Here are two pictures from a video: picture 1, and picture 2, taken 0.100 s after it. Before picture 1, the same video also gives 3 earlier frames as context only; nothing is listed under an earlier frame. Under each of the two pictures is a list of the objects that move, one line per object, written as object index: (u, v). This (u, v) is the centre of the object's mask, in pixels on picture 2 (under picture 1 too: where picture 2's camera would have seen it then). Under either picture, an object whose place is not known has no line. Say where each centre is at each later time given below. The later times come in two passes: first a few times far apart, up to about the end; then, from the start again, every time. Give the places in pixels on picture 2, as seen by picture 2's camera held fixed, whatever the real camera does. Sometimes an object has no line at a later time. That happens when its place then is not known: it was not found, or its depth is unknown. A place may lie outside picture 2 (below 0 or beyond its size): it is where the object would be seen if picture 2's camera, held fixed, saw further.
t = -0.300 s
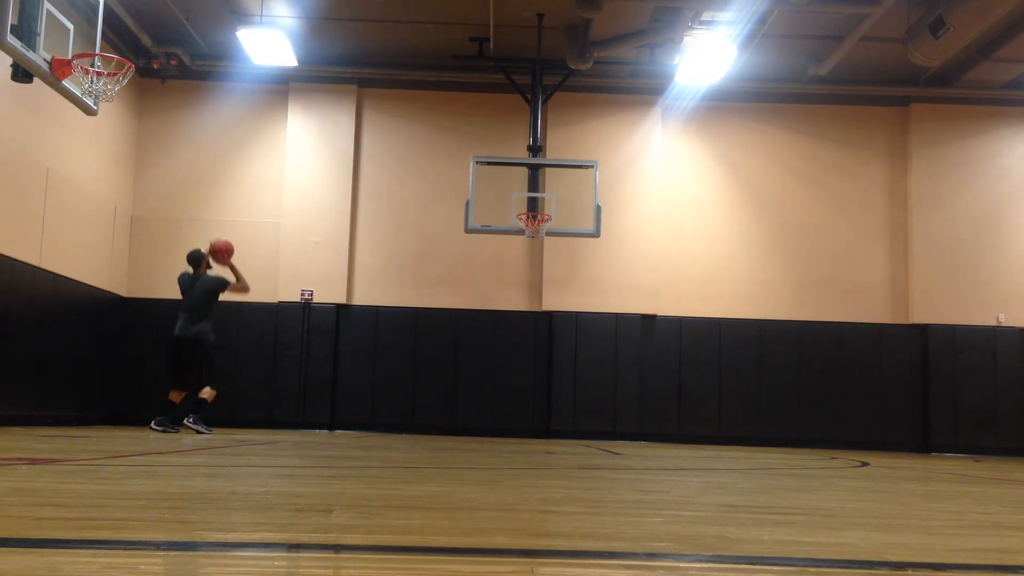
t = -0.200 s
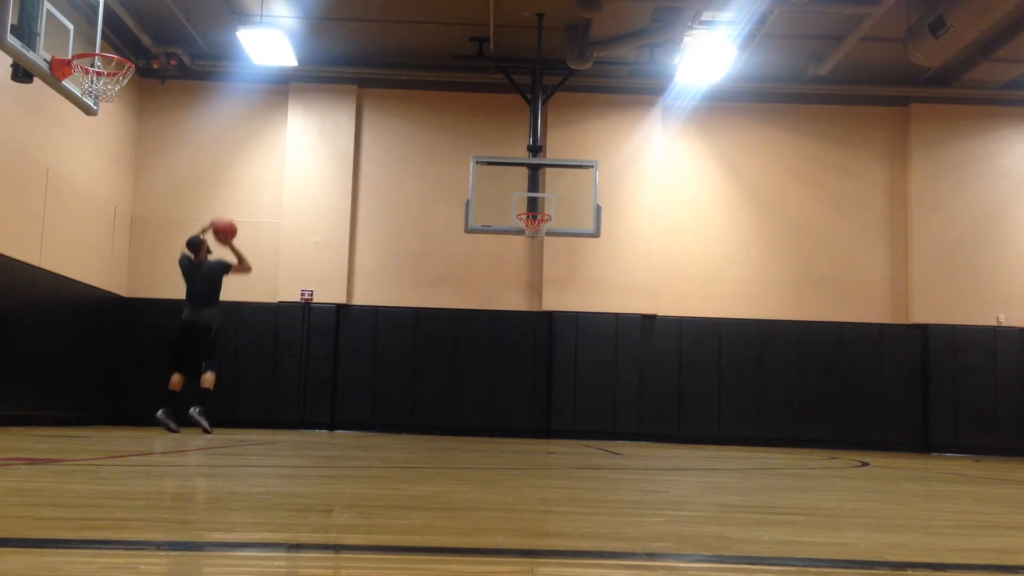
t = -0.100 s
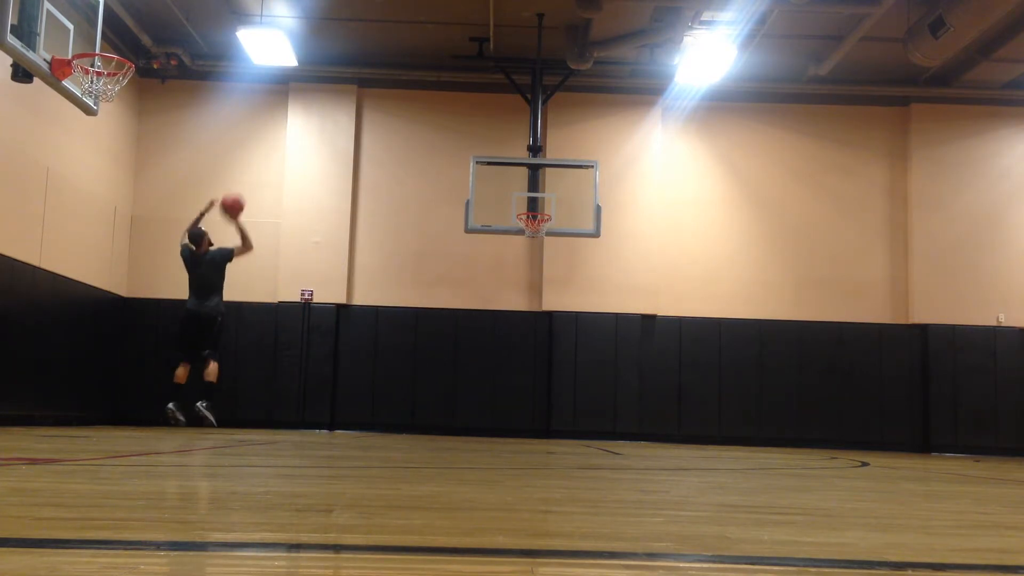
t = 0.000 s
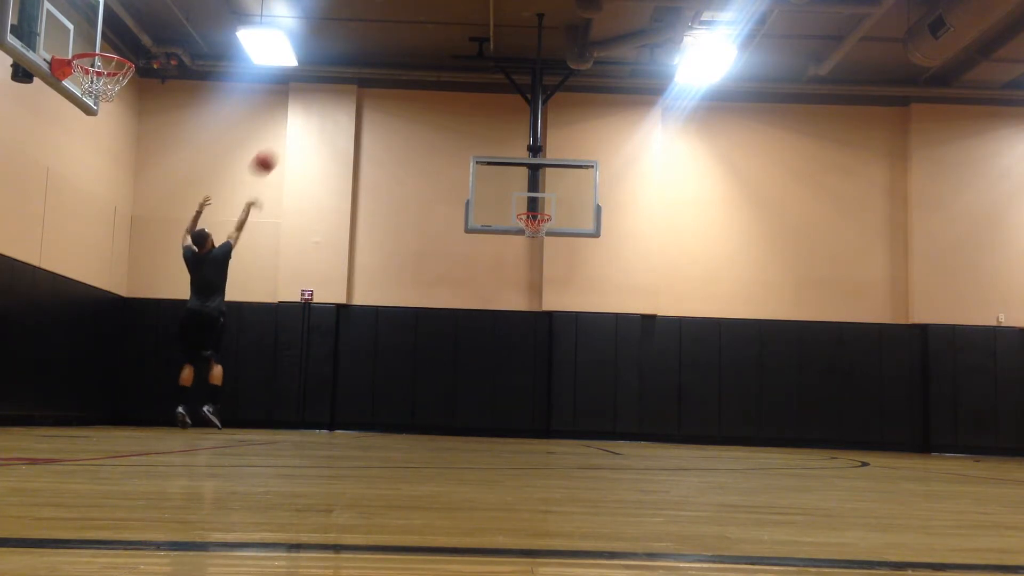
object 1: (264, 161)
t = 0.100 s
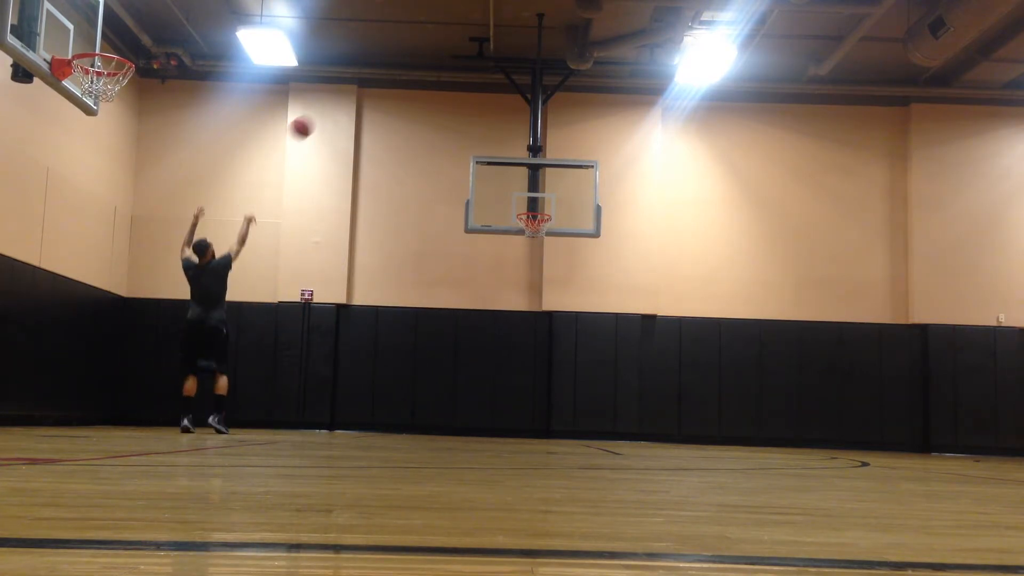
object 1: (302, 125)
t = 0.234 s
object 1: (346, 98)
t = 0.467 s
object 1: (414, 85)
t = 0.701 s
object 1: (473, 113)
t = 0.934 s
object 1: (525, 177)
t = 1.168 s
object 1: (525, 207)
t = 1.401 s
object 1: (486, 204)
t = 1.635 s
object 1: (446, 226)
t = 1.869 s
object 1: (403, 288)
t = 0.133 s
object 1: (313, 117)
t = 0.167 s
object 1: (325, 109)
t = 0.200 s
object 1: (335, 103)
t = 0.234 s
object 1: (346, 98)
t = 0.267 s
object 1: (356, 94)
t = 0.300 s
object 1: (366, 90)
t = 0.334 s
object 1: (376, 87)
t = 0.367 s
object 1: (385, 85)
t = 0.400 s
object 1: (397, 84)
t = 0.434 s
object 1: (406, 84)
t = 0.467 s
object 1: (414, 85)
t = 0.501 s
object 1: (423, 86)
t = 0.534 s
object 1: (432, 89)
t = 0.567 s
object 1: (441, 92)
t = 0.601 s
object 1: (449, 96)
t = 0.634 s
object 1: (457, 100)
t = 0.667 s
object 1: (465, 106)
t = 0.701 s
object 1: (473, 113)
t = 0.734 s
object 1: (480, 120)
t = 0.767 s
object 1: (488, 128)
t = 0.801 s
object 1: (495, 136)
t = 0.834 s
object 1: (503, 145)
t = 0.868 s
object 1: (510, 154)
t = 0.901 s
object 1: (518, 166)
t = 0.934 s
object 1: (525, 177)
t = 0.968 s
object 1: (531, 187)
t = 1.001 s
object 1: (538, 200)
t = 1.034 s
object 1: (542, 208)
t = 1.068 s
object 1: (542, 210)
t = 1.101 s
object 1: (537, 210)
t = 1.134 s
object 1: (530, 209)
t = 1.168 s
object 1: (525, 207)
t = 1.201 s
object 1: (519, 206)
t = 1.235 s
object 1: (513, 206)
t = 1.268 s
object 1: (509, 205)
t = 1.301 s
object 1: (503, 205)
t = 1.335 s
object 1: (497, 204)
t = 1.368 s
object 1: (492, 203)
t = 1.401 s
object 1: (486, 204)
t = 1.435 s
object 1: (481, 205)
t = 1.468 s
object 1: (476, 206)
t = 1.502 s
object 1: (469, 209)
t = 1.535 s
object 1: (464, 212)
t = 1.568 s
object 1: (458, 216)
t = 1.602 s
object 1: (452, 221)
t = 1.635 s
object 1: (446, 226)
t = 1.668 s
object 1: (440, 232)
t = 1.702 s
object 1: (434, 240)
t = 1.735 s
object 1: (428, 248)
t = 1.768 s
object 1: (422, 257)
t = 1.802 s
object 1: (416, 266)
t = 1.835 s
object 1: (410, 277)
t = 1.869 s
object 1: (403, 288)
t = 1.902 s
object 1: (397, 300)
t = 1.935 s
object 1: (391, 315)
